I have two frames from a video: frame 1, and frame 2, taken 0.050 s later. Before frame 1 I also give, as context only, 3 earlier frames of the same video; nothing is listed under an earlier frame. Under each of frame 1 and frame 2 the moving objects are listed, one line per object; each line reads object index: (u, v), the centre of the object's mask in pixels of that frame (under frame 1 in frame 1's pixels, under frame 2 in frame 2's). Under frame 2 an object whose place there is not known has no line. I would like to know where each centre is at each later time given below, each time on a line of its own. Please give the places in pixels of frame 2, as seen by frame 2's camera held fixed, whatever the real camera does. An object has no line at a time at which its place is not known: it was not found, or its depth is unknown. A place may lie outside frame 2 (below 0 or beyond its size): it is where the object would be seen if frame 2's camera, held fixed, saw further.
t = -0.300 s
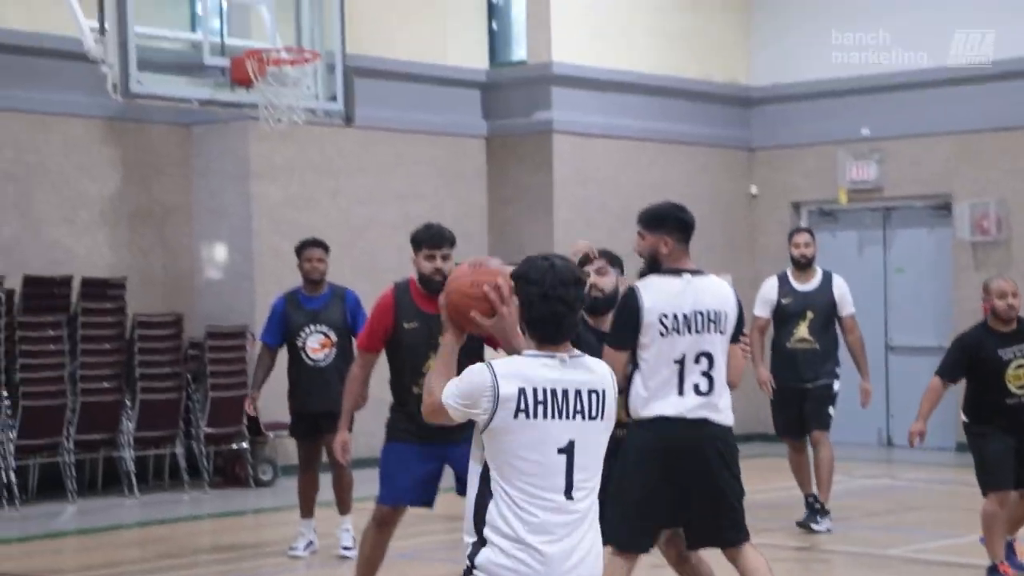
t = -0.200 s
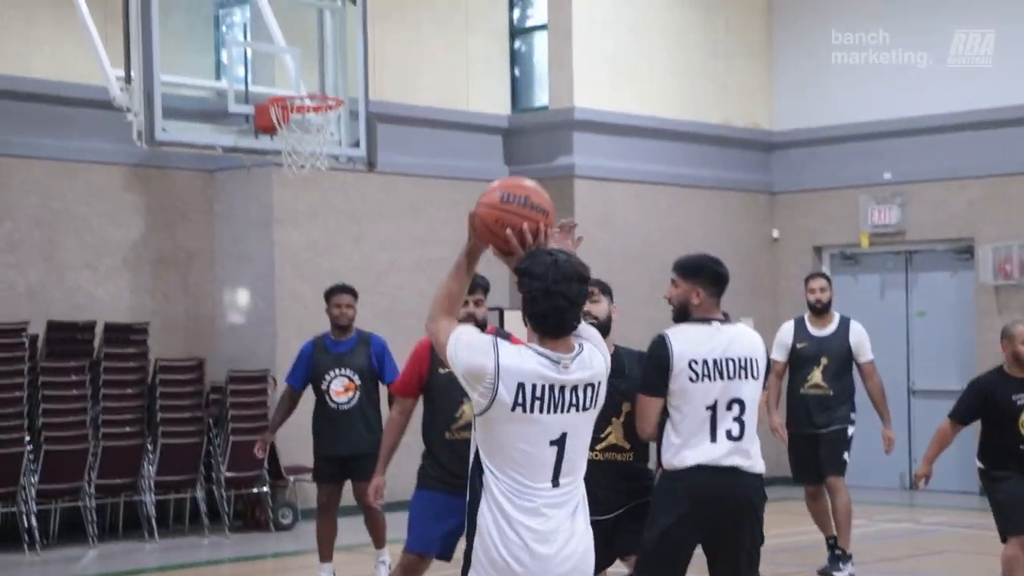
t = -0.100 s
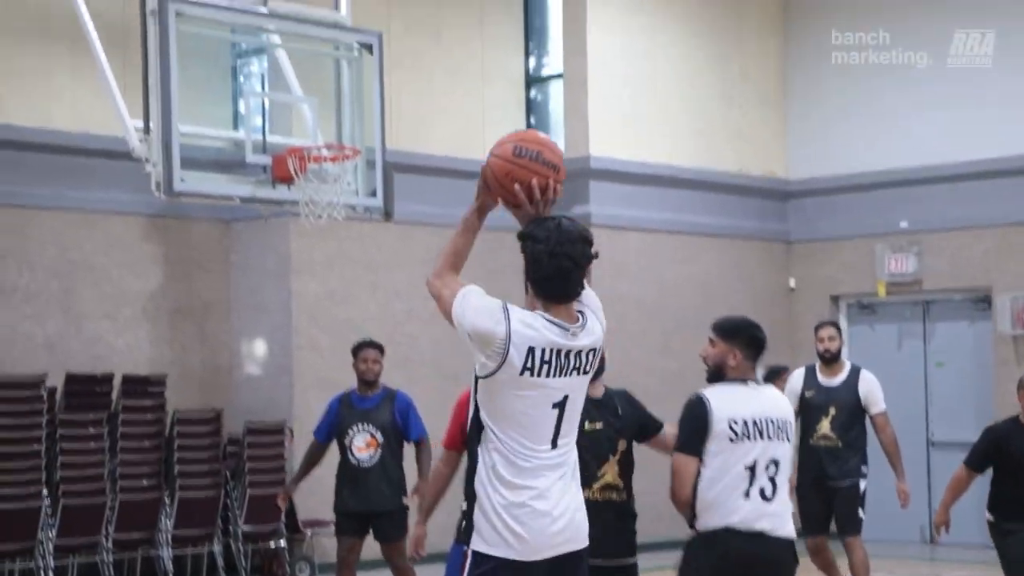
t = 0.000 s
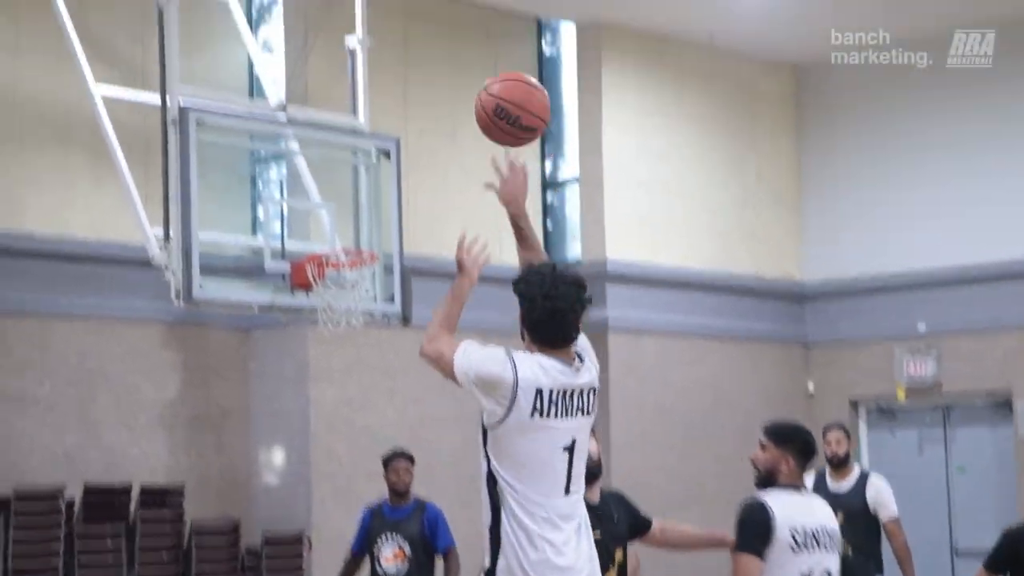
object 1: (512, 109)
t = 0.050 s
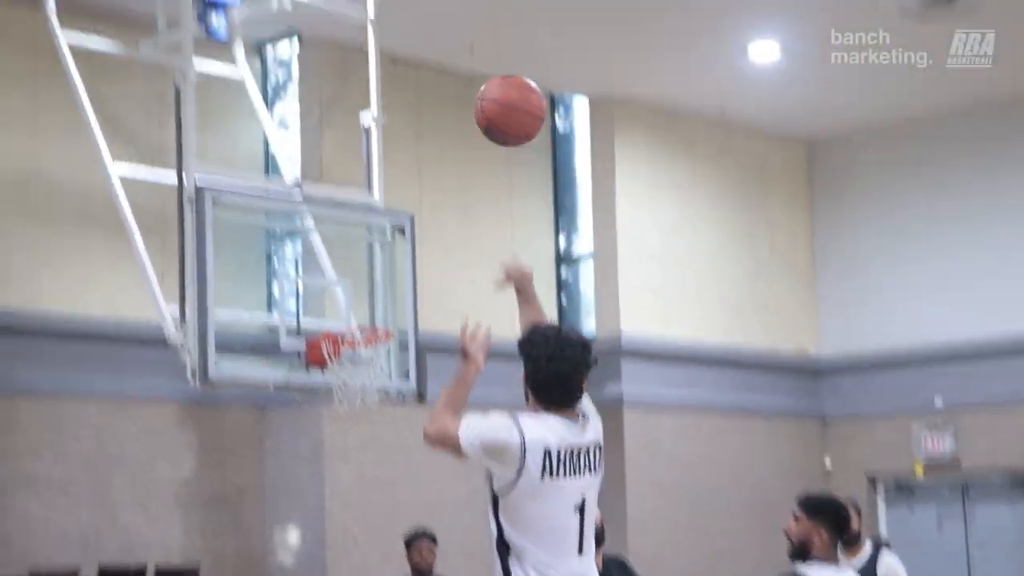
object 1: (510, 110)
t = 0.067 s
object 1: (505, 88)
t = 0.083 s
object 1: (500, 69)
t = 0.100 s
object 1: (495, 50)
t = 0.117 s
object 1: (490, 34)
